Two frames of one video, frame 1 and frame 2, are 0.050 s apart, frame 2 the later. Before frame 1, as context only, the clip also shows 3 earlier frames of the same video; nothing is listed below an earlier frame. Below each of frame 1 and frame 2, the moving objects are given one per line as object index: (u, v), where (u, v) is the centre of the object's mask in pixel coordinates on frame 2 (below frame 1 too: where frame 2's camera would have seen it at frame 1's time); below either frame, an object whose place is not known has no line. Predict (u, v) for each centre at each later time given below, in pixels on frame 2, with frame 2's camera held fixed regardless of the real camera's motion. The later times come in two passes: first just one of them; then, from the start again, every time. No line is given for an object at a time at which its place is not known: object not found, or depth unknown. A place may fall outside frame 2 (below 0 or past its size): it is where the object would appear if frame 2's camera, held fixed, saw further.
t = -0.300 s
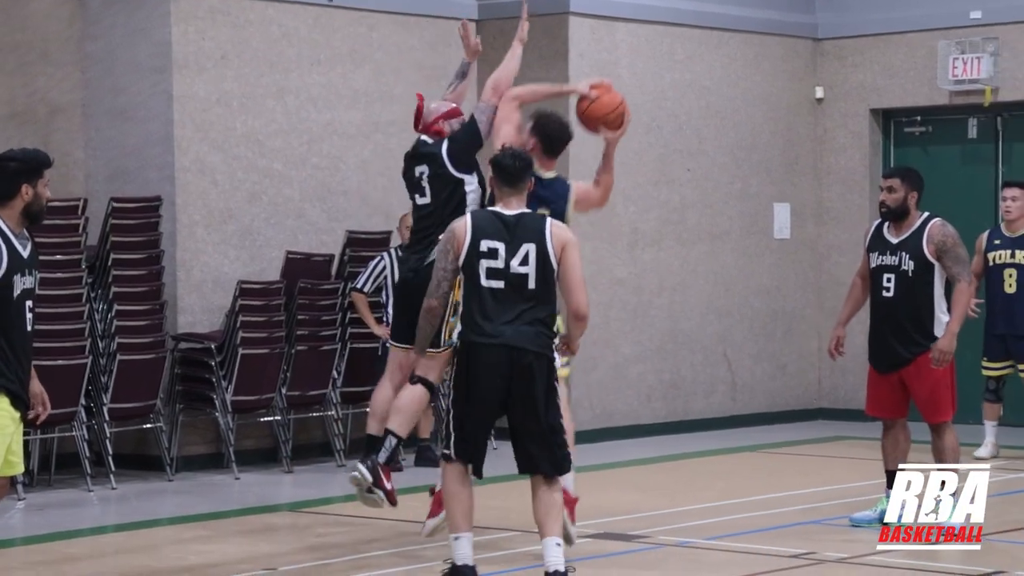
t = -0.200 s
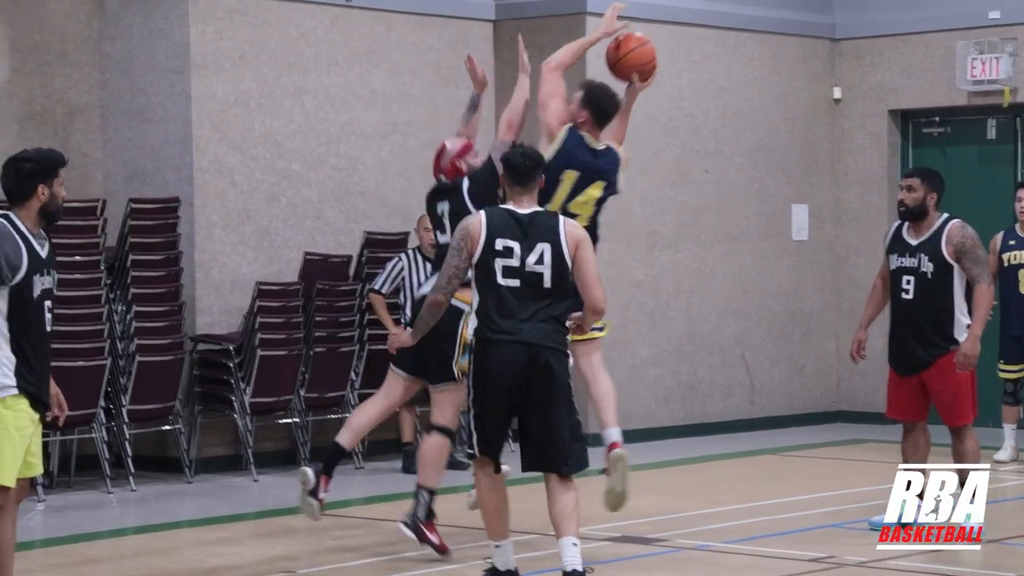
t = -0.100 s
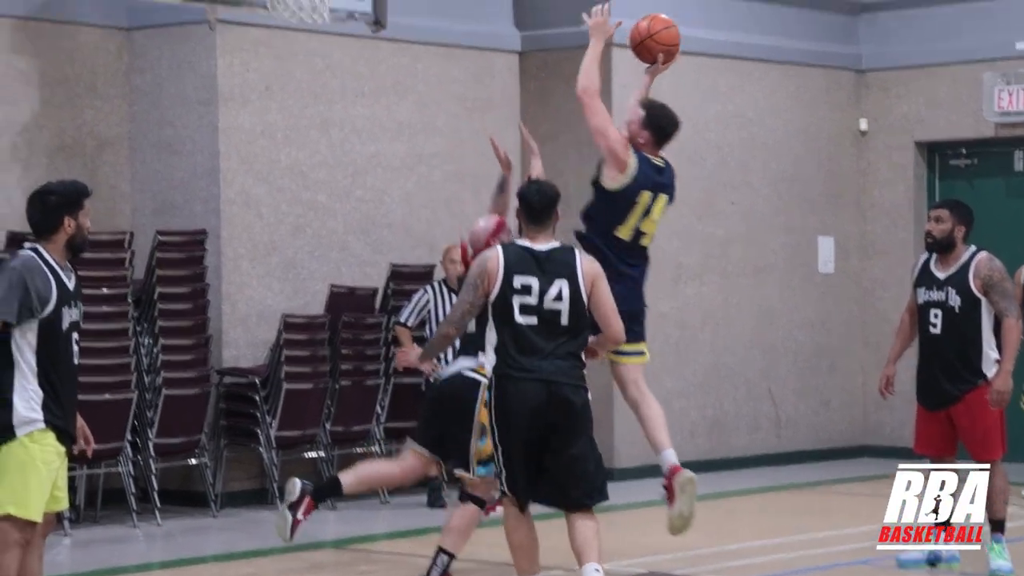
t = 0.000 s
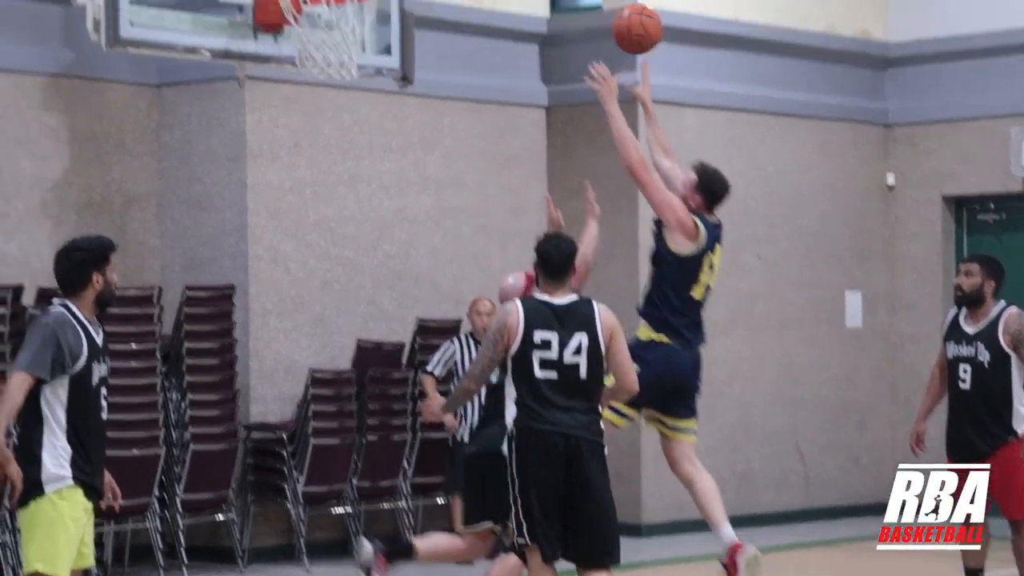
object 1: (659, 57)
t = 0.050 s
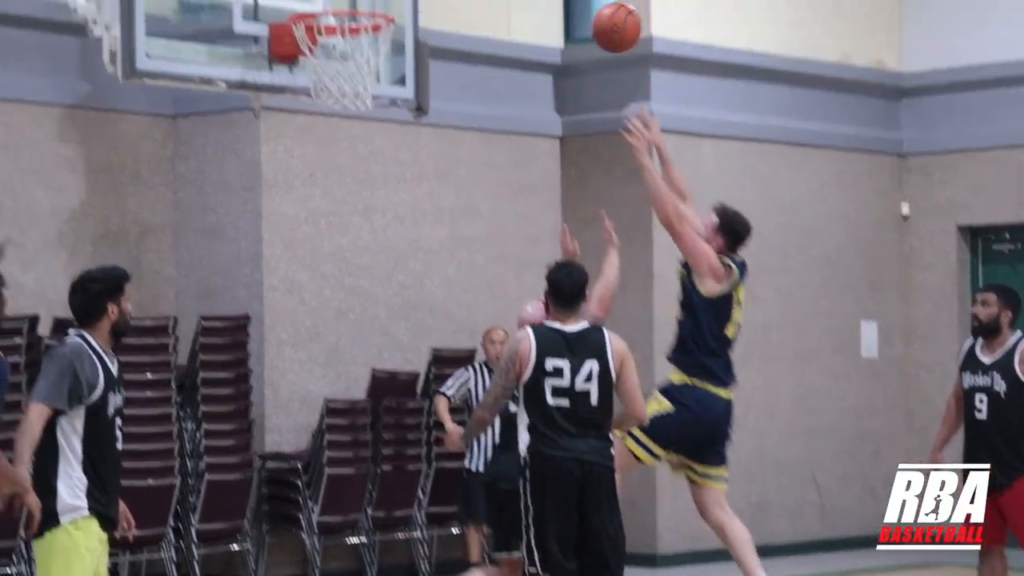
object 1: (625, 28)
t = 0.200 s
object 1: (521, -41)
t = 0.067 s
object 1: (613, 20)
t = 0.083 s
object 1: (593, 9)
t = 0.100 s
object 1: (583, 1)
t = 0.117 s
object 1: (578, -7)
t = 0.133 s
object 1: (561, -14)
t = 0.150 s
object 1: (550, -20)
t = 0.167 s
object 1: (539, -26)
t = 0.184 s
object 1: (532, -37)
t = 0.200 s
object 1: (521, -41)
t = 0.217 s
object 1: (509, -44)
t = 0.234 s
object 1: (500, -45)
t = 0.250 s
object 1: (487, -48)
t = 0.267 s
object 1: (477, -50)
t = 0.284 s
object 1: (463, -52)
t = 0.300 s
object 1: (450, -56)
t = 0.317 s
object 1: (437, -53)
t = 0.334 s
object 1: (429, -55)
